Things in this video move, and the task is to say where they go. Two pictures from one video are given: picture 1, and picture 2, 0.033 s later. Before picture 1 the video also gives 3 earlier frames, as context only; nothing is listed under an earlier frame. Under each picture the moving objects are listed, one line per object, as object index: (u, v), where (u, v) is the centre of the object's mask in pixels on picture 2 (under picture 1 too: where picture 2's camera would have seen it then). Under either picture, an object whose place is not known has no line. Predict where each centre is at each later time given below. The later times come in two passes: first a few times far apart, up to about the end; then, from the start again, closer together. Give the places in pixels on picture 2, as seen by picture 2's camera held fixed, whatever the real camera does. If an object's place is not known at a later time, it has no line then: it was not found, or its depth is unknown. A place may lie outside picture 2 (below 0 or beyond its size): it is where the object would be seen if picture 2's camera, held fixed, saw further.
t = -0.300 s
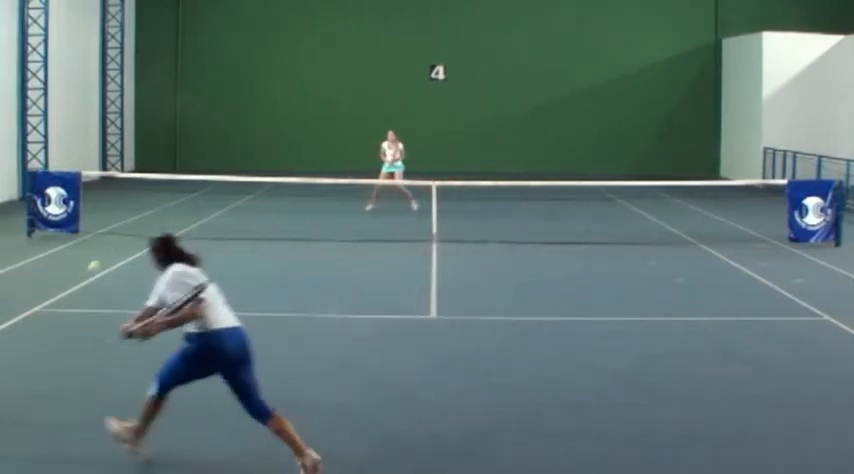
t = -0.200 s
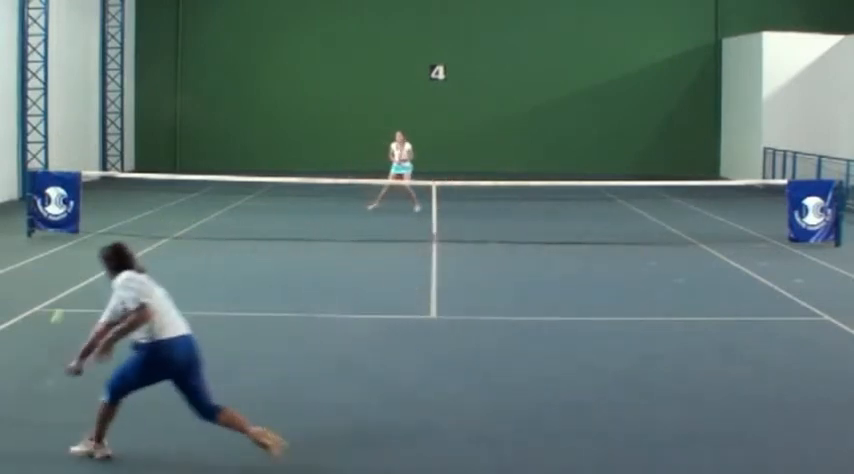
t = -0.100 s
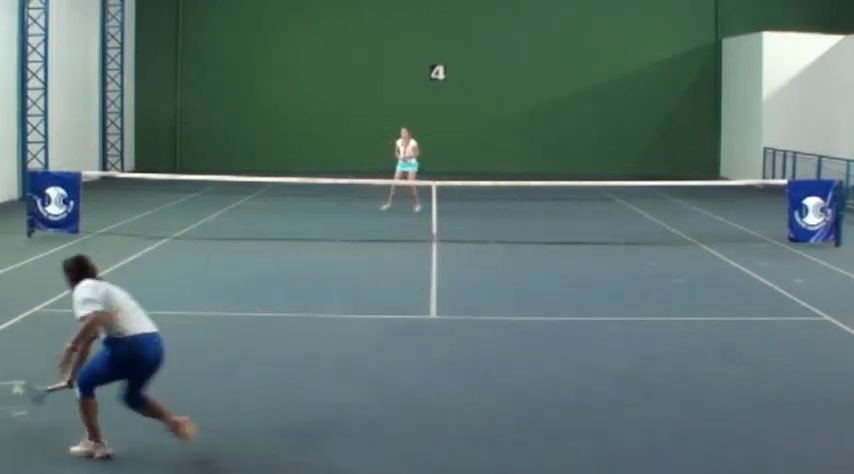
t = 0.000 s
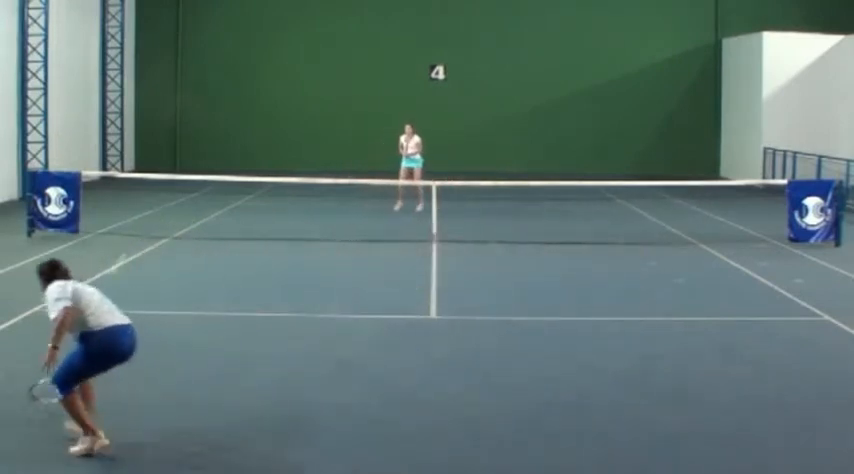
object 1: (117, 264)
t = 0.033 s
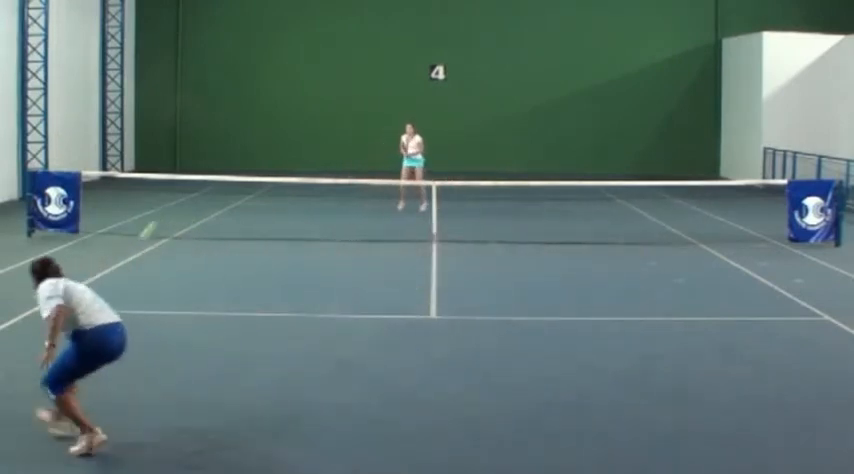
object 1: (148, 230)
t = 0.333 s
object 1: (319, 68)
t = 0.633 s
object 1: (403, 35)
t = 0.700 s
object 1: (417, 35)
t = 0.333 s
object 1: (319, 68)
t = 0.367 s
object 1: (331, 60)
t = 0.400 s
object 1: (343, 53)
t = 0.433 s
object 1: (353, 48)
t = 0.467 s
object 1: (363, 44)
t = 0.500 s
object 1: (372, 40)
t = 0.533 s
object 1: (381, 38)
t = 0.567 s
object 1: (389, 36)
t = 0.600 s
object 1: (396, 35)
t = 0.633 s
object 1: (403, 35)
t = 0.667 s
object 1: (410, 35)
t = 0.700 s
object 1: (417, 35)
